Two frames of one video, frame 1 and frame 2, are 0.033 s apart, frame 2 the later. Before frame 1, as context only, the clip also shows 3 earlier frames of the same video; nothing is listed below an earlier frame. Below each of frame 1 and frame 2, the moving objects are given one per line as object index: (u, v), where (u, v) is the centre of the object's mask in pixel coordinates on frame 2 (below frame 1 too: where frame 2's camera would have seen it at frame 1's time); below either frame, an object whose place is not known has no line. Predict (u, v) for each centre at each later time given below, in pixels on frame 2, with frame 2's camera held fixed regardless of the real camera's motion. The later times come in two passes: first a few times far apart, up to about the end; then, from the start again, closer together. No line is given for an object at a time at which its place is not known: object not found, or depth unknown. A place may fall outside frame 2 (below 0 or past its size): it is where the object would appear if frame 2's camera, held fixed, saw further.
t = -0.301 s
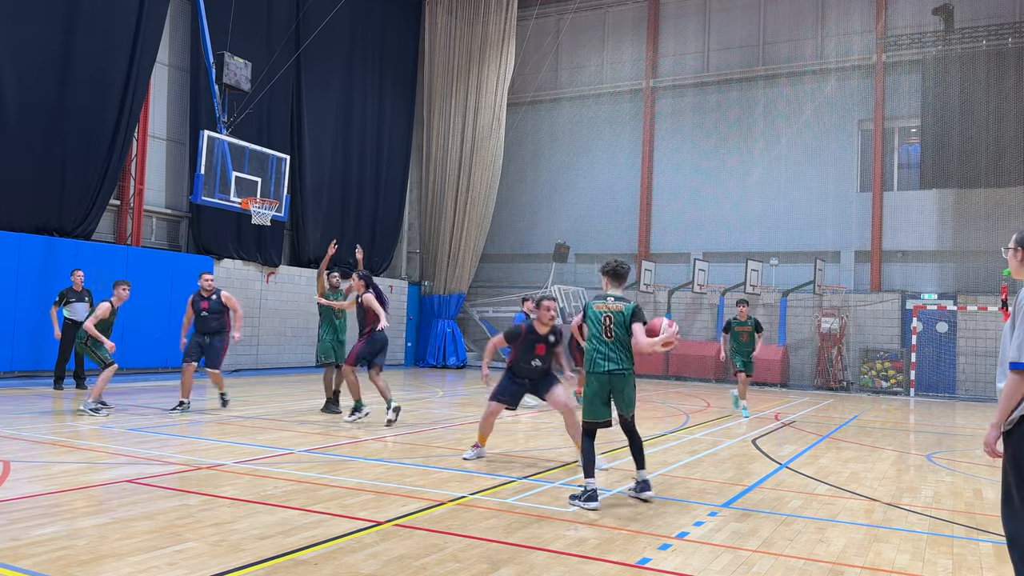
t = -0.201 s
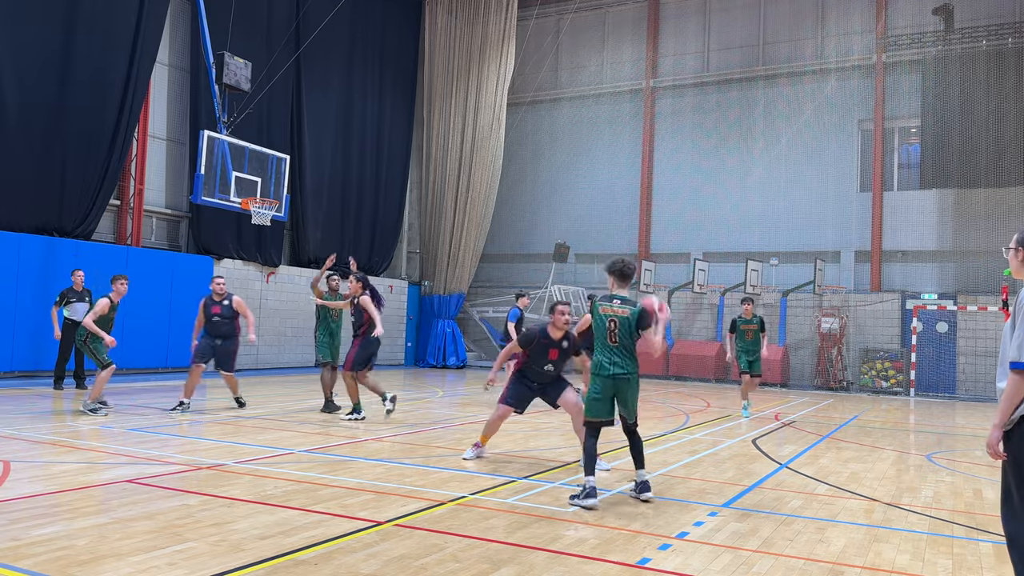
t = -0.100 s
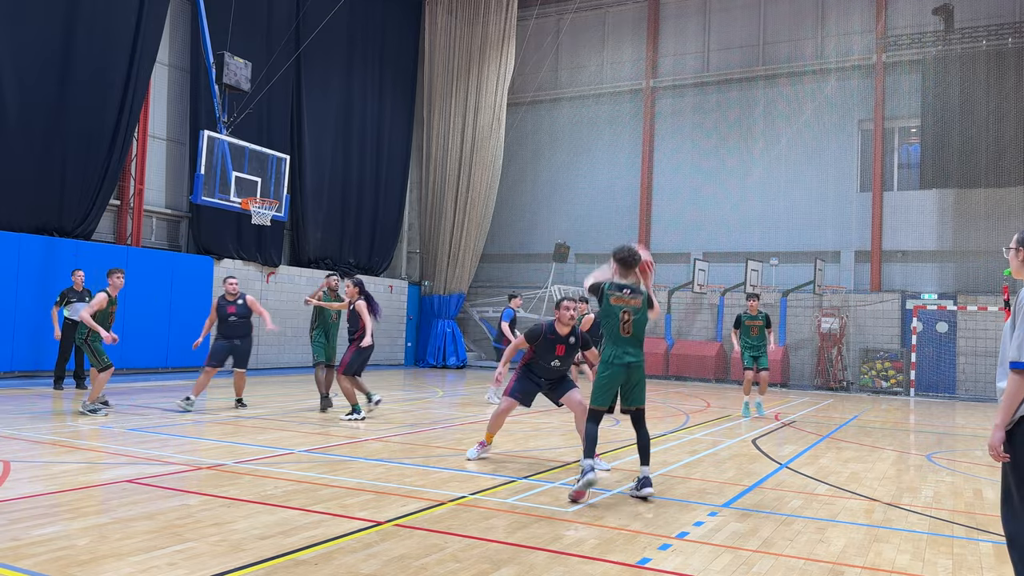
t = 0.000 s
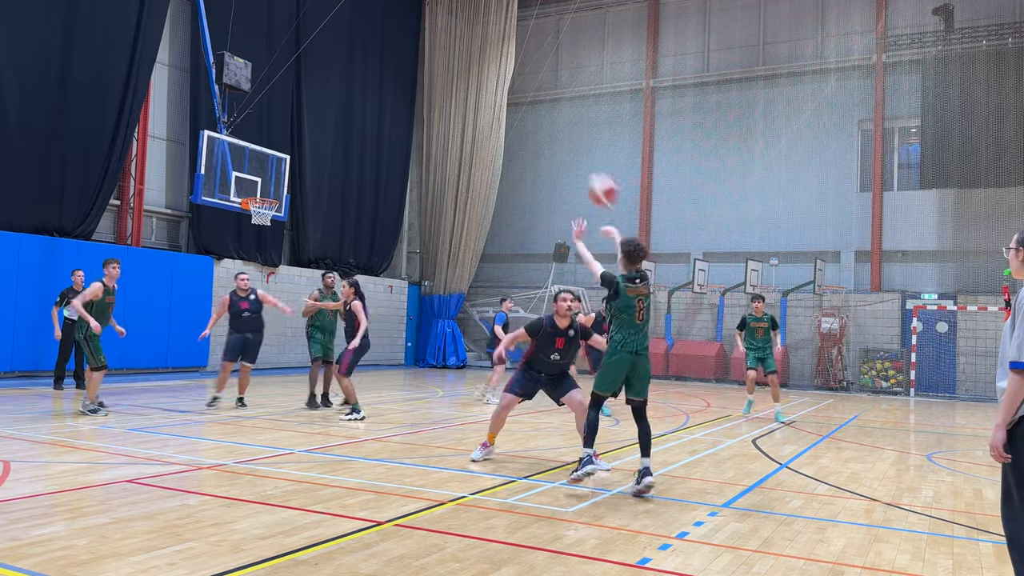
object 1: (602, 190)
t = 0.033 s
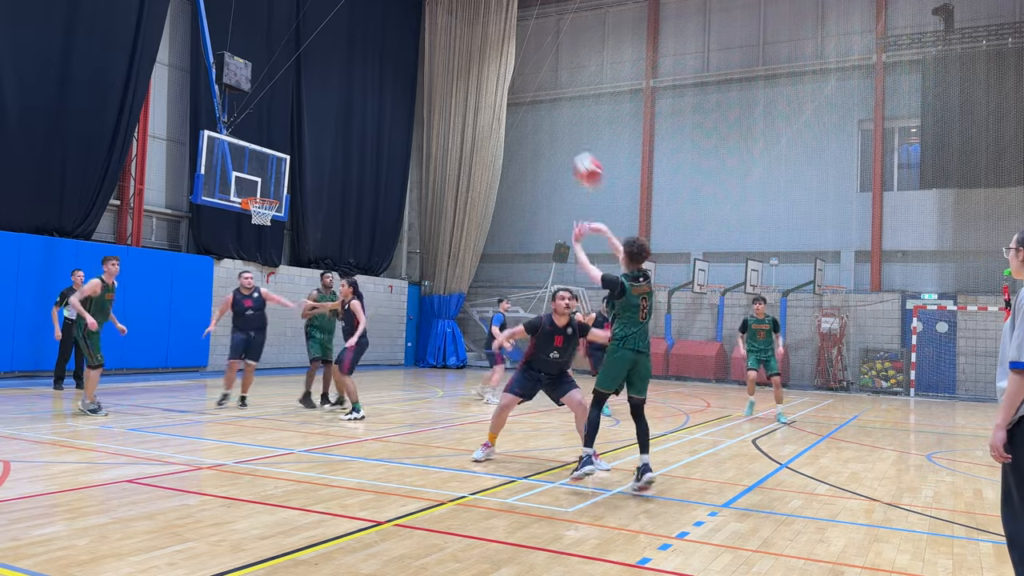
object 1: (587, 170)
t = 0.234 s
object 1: (518, 90)
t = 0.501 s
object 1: (452, 62)
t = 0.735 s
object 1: (409, 87)
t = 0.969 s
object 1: (374, 142)
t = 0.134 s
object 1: (550, 122)
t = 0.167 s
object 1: (539, 109)
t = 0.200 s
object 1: (528, 99)
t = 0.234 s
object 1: (518, 90)
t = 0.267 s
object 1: (509, 82)
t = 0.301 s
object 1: (499, 74)
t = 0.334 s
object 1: (490, 70)
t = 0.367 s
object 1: (482, 66)
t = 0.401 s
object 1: (475, 64)
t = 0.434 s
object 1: (466, 62)
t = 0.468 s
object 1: (459, 62)
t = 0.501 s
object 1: (452, 62)
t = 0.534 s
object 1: (445, 64)
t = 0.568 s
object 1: (438, 66)
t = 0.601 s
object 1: (432, 68)
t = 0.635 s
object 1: (426, 72)
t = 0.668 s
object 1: (420, 76)
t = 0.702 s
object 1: (414, 81)
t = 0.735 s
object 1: (409, 87)
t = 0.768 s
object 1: (404, 93)
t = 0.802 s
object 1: (398, 100)
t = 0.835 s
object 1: (393, 108)
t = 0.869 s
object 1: (388, 115)
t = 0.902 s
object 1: (383, 124)
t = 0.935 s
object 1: (378, 133)
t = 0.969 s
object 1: (374, 142)
